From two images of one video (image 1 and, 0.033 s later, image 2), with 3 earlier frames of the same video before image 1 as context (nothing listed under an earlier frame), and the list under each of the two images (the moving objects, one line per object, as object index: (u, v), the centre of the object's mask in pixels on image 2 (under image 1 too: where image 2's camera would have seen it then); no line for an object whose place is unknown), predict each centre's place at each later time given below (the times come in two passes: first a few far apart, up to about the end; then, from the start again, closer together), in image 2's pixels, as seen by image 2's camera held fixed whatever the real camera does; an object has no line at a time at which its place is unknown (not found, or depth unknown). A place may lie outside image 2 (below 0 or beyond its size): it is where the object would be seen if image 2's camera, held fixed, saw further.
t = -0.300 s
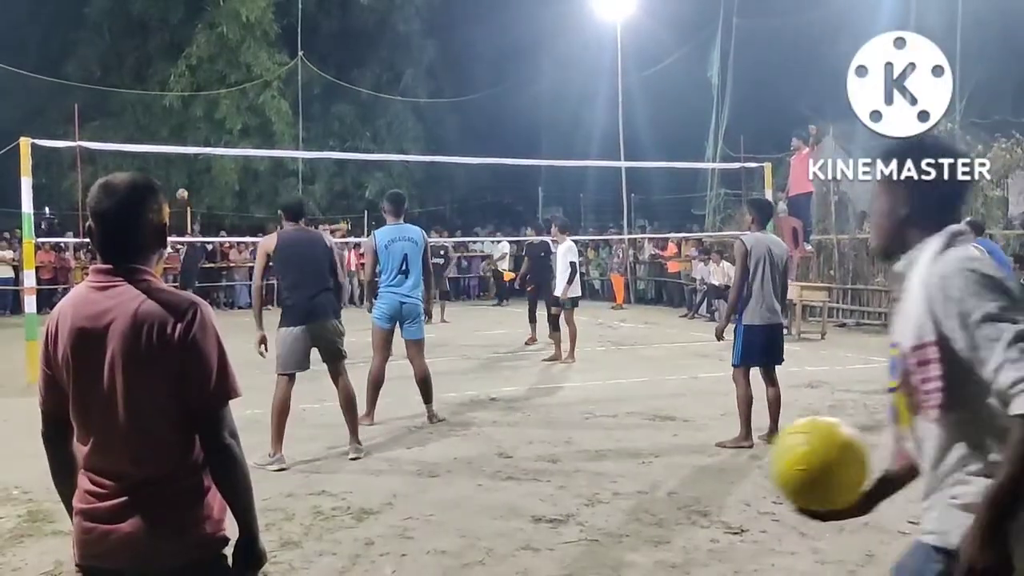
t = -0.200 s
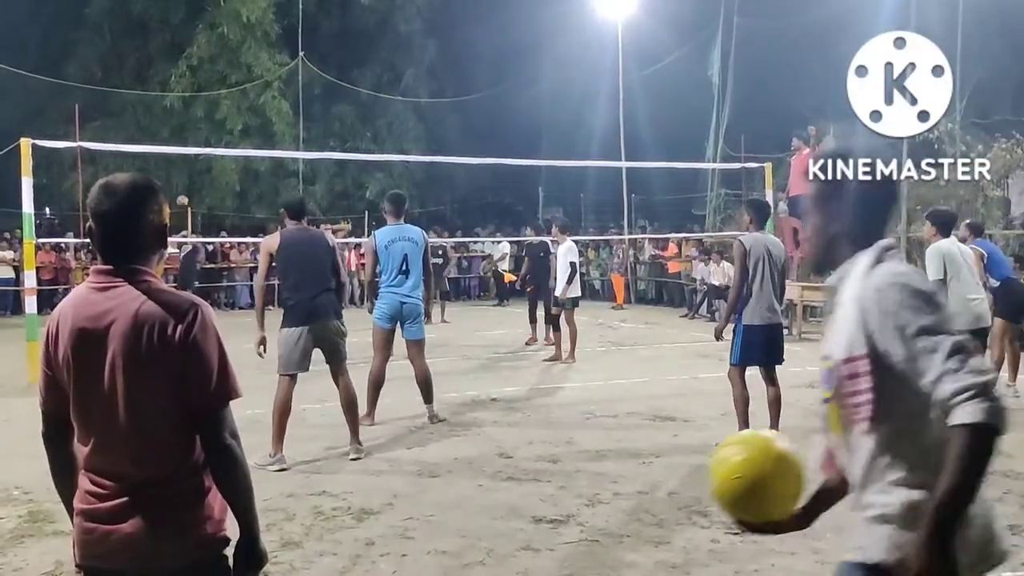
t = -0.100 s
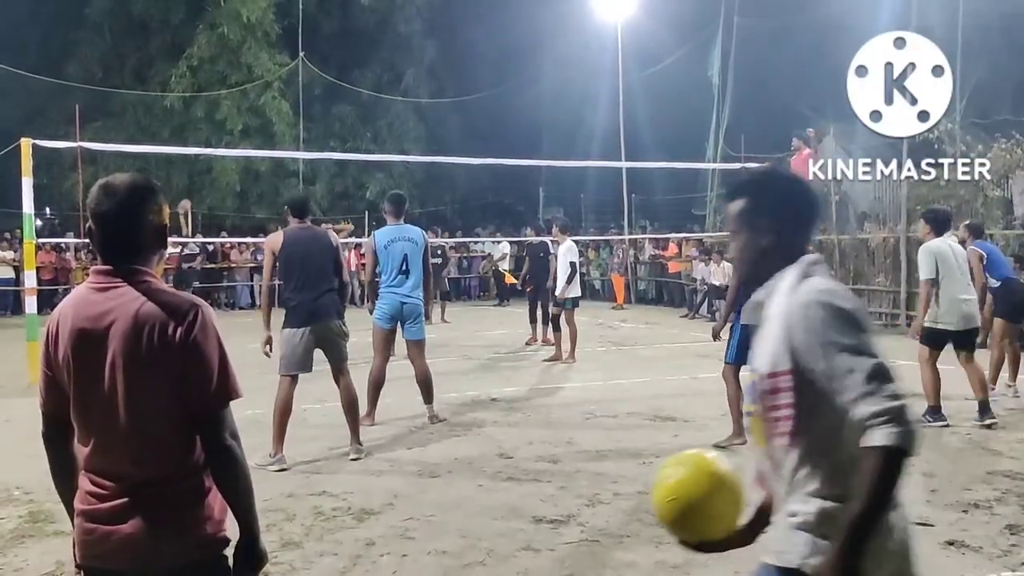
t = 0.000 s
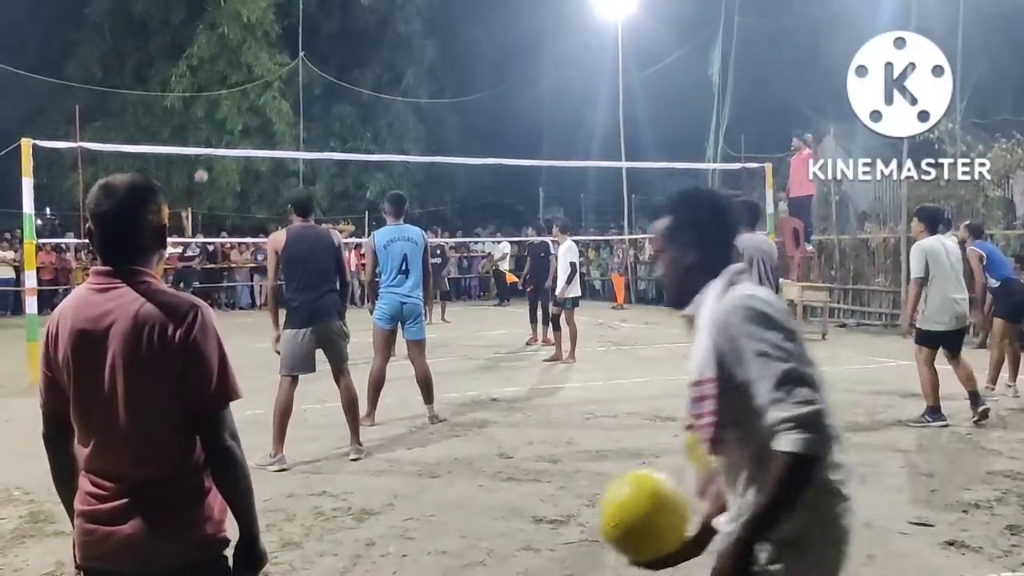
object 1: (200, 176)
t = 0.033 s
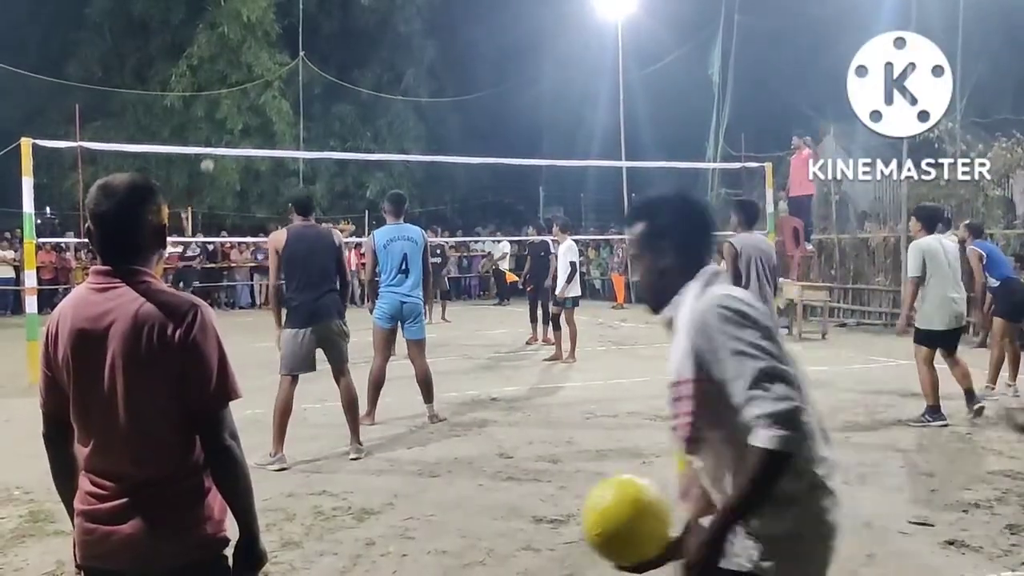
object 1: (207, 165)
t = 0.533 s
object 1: (348, 93)
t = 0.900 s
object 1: (550, 199)
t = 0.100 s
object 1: (221, 144)
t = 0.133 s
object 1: (227, 139)
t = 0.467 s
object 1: (323, 93)
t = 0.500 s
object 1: (335, 92)
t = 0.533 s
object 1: (348, 93)
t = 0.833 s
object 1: (501, 158)
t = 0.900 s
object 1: (550, 199)
